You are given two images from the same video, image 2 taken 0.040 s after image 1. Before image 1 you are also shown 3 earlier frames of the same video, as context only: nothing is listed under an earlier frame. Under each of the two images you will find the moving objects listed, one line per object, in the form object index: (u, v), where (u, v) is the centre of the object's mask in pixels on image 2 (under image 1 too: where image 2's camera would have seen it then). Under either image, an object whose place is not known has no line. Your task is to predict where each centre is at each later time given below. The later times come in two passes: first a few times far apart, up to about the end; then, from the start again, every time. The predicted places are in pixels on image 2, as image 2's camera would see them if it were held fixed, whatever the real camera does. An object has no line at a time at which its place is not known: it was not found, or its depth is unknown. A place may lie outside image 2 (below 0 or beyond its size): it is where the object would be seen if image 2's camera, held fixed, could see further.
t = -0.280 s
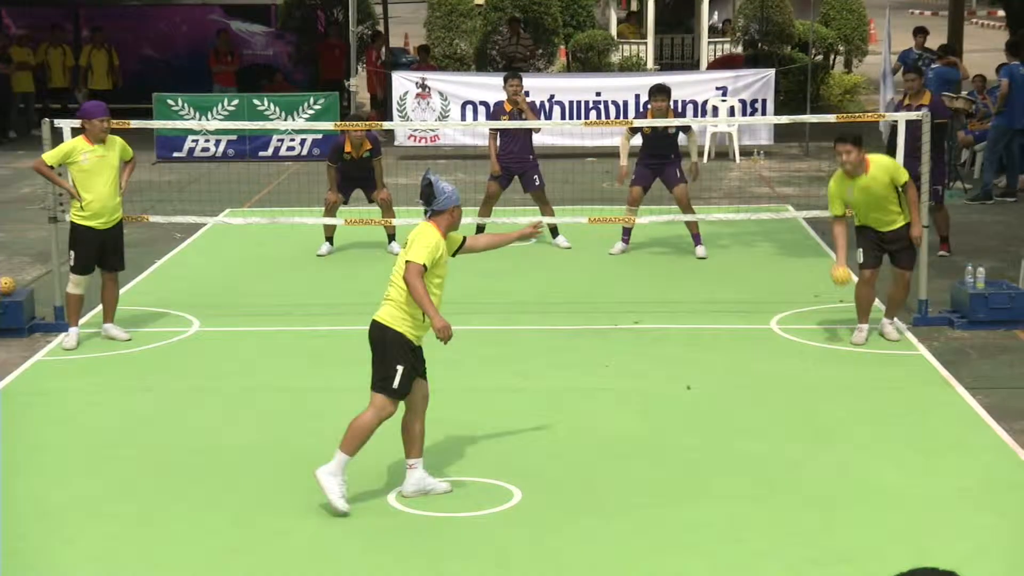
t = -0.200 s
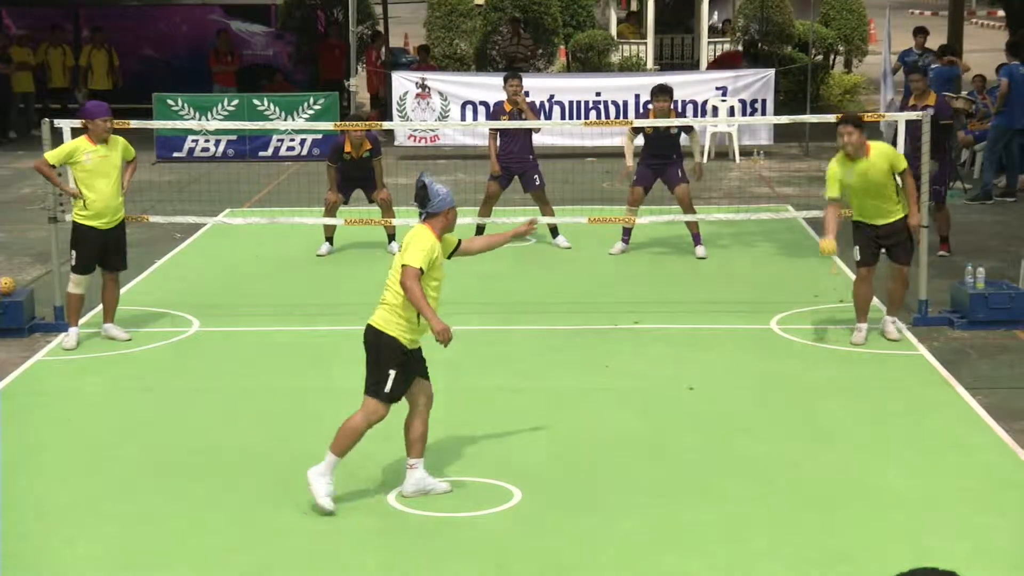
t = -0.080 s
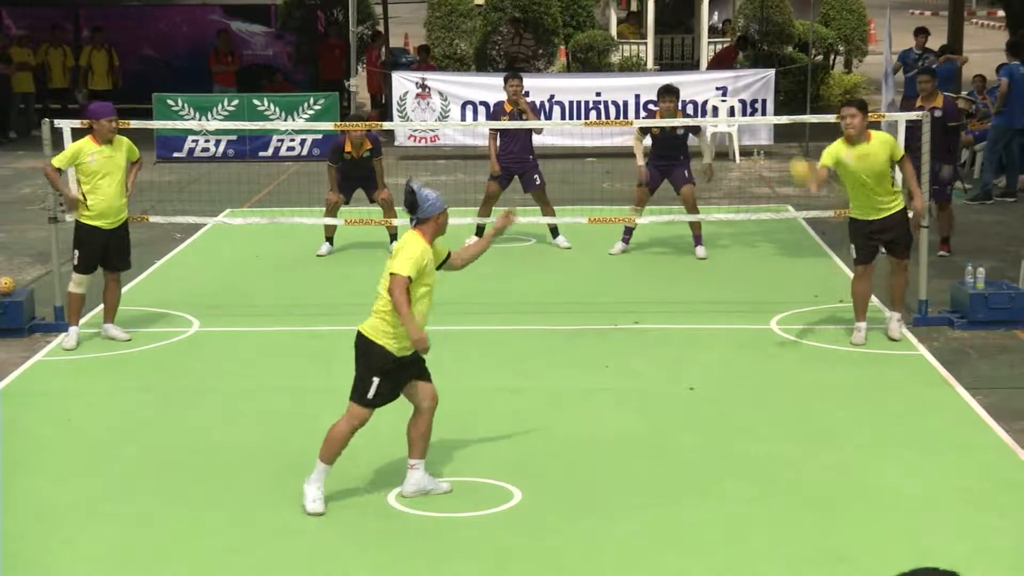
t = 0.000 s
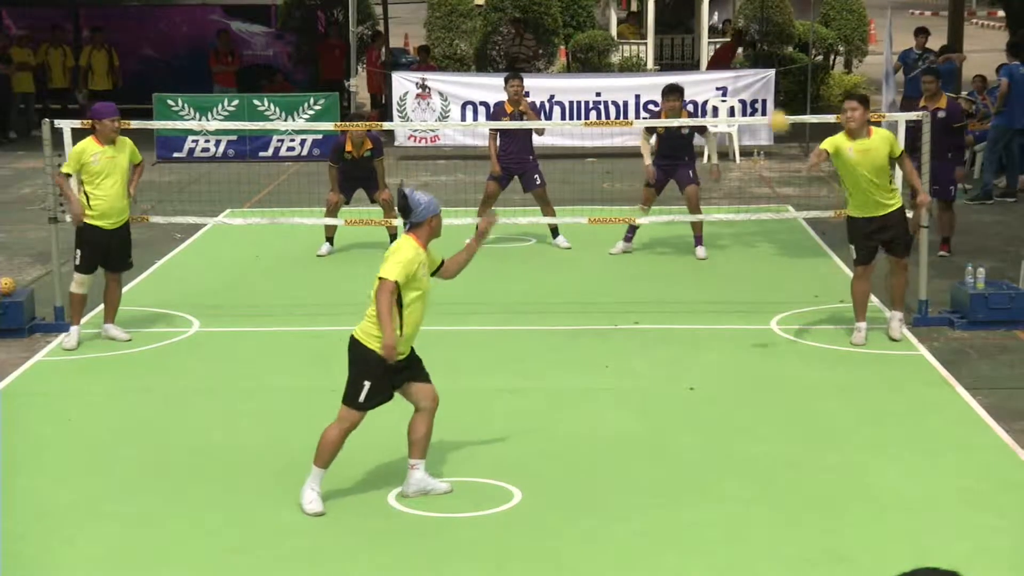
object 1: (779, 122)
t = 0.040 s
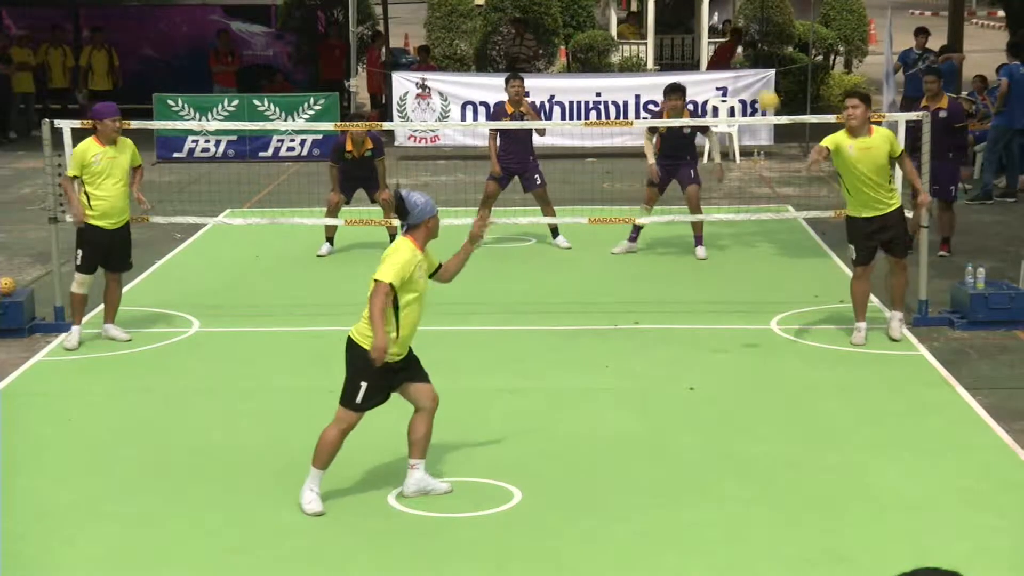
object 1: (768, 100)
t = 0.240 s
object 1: (711, 26)
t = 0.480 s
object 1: (635, 21)
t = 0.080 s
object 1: (757, 82)
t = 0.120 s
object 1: (744, 61)
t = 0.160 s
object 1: (734, 49)
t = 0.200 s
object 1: (723, 37)
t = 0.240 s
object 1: (711, 26)
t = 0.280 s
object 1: (698, 18)
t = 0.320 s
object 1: (687, 13)
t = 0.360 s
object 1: (674, 11)
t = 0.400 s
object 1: (663, 11)
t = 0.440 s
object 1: (649, 14)
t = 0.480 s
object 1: (635, 21)
